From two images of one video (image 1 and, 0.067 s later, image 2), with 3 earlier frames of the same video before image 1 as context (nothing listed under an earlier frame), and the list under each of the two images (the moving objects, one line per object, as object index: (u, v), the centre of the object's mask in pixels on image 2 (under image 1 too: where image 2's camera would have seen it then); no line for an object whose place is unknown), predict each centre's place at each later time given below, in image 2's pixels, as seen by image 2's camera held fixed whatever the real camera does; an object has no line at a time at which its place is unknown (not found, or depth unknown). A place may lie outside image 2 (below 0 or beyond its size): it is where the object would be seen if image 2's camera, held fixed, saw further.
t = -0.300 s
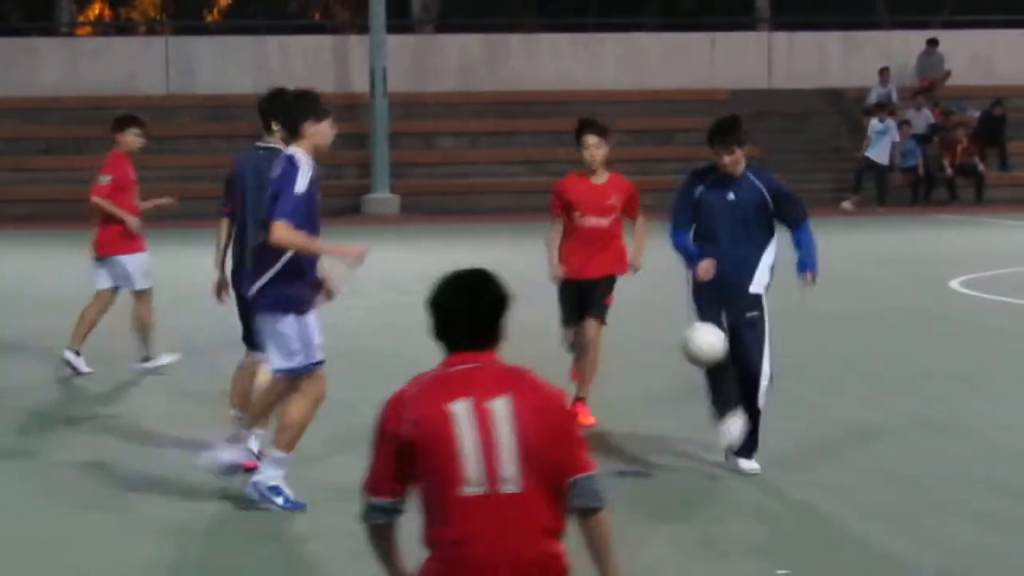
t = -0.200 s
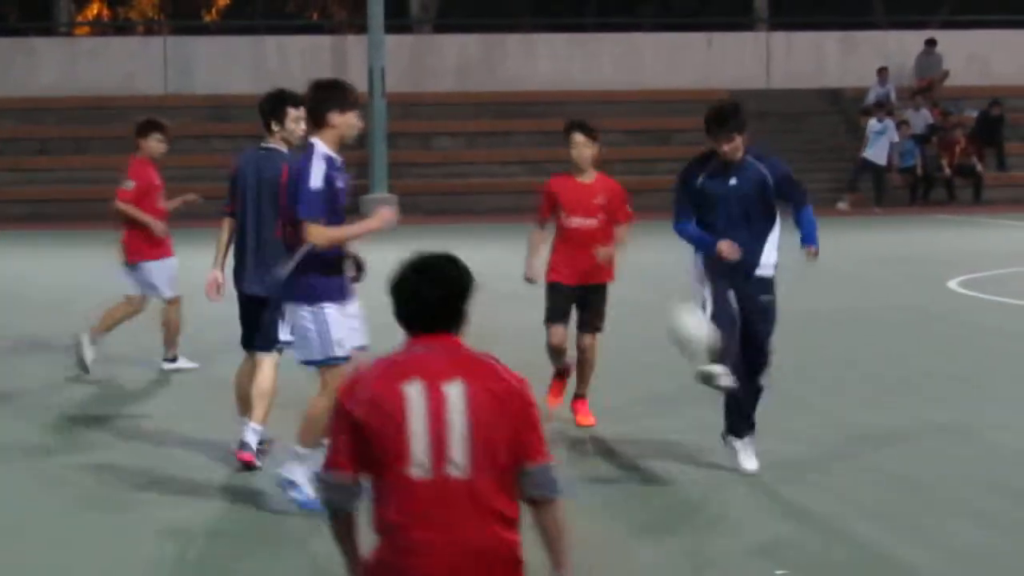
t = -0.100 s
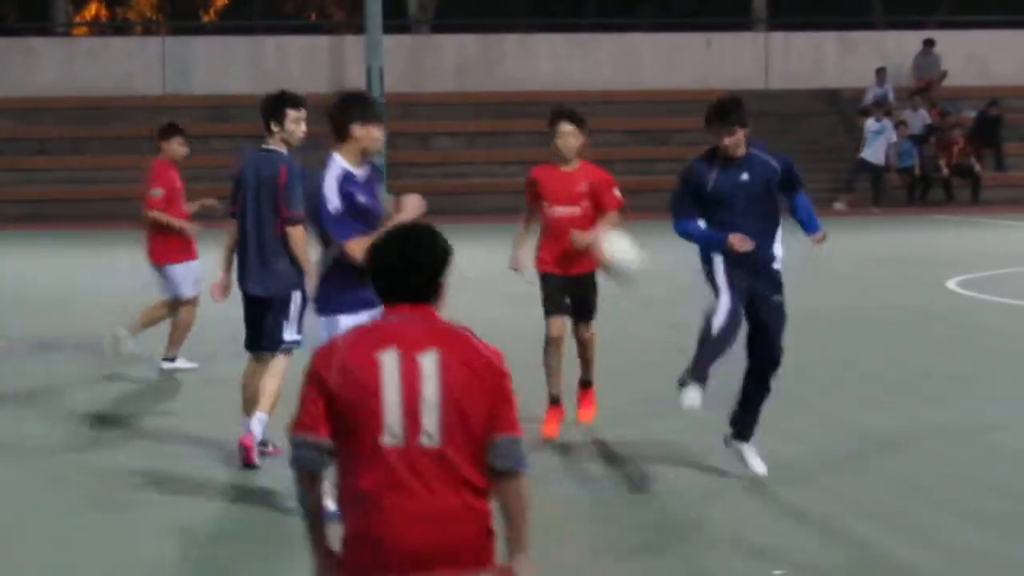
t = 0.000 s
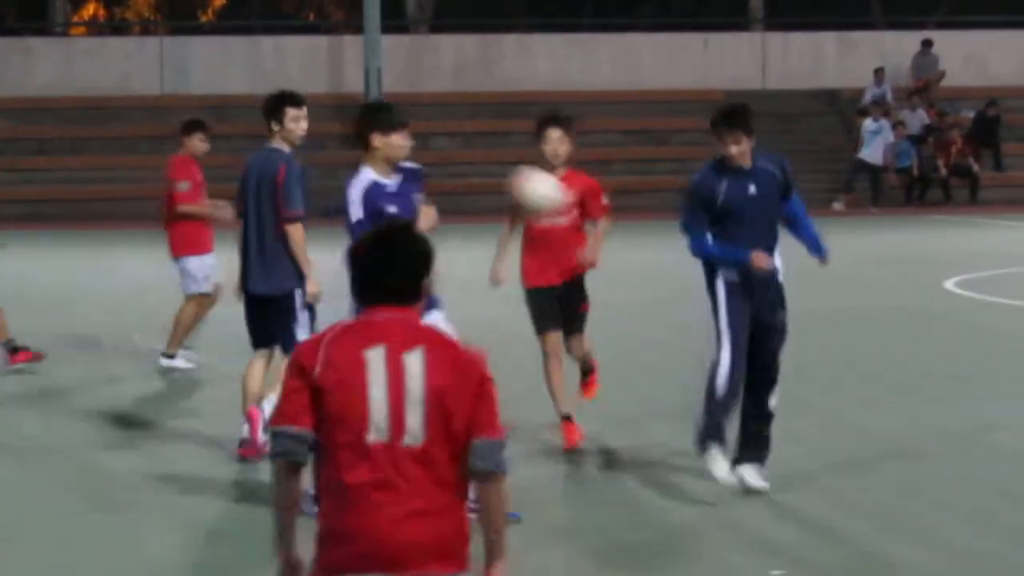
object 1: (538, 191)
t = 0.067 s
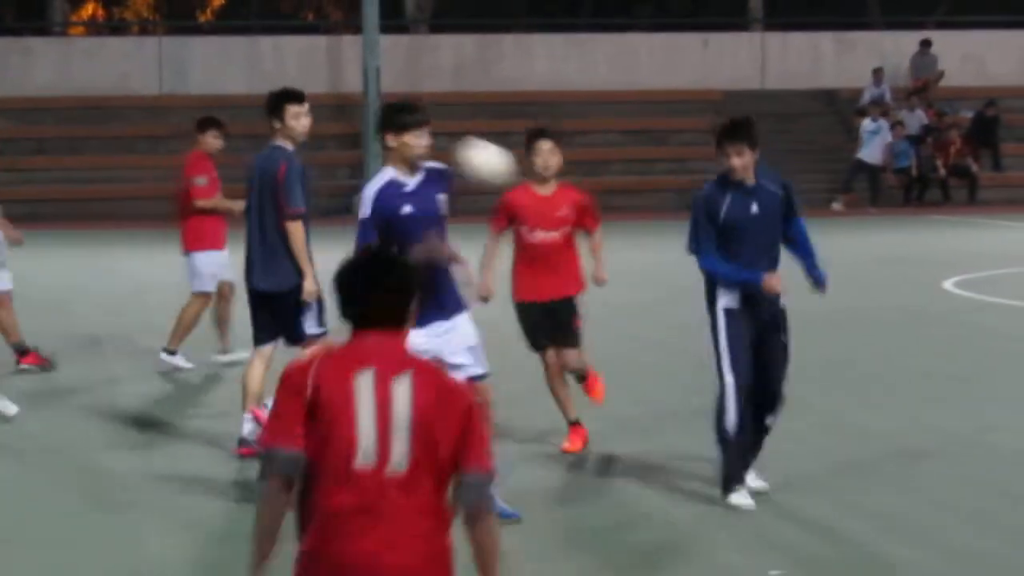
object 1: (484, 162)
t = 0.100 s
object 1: (461, 151)
